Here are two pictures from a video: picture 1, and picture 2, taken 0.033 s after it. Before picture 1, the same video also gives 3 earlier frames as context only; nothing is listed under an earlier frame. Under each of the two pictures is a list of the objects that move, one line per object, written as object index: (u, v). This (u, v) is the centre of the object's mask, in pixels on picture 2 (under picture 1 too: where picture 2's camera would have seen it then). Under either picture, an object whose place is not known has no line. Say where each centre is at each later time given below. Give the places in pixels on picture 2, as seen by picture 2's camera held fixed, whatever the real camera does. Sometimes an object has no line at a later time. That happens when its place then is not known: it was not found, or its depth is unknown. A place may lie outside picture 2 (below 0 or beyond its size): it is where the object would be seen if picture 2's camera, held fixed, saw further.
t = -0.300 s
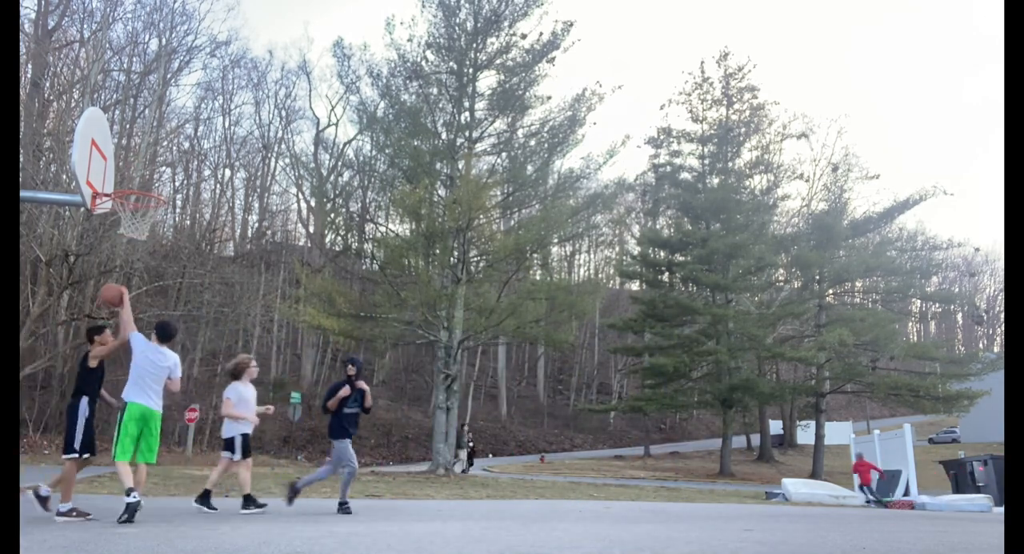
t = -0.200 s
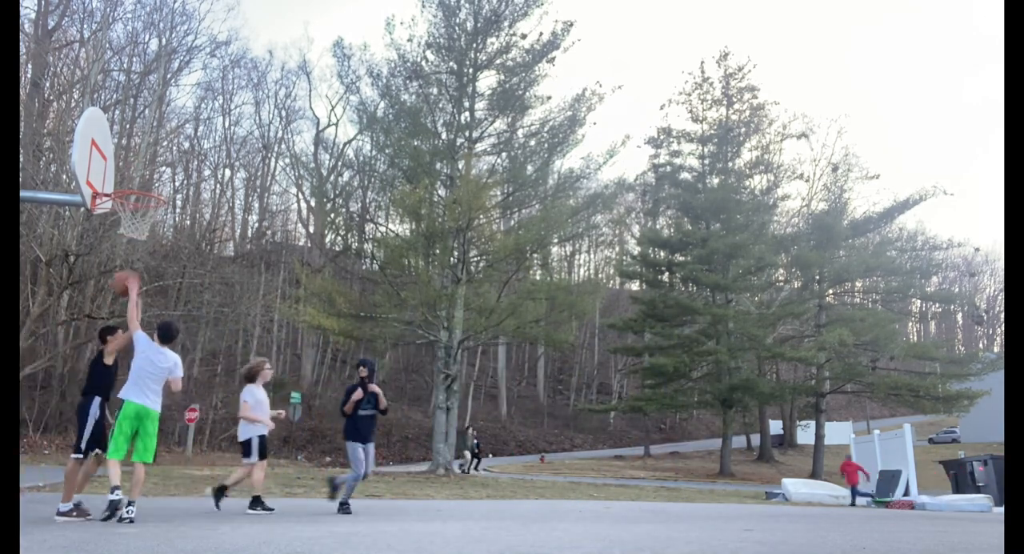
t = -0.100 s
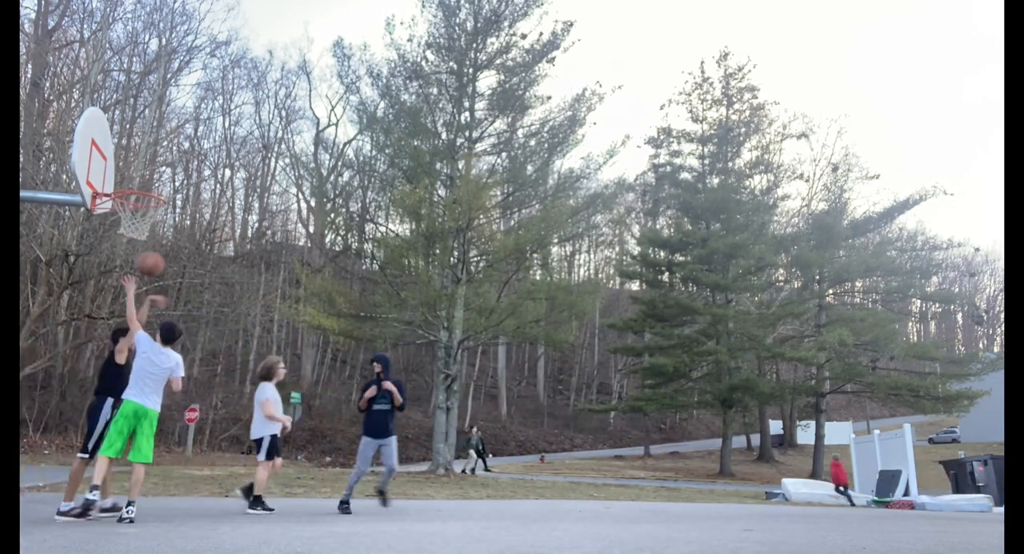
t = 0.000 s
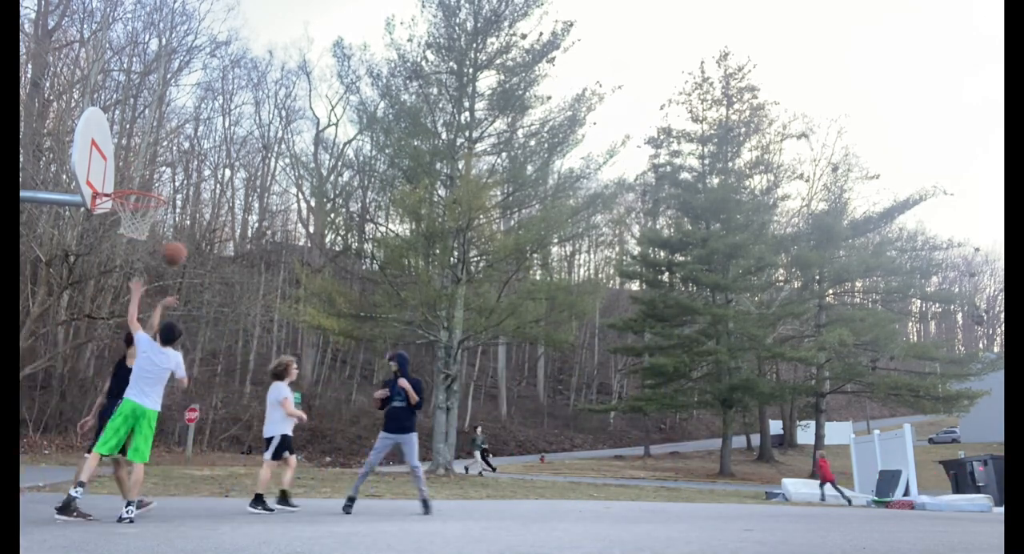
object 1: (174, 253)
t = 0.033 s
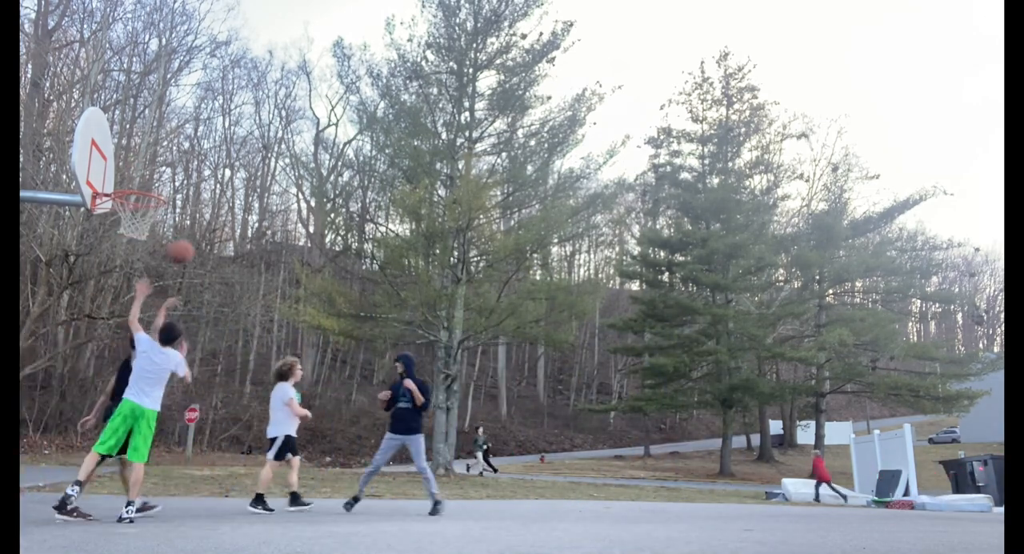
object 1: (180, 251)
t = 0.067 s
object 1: (188, 251)
